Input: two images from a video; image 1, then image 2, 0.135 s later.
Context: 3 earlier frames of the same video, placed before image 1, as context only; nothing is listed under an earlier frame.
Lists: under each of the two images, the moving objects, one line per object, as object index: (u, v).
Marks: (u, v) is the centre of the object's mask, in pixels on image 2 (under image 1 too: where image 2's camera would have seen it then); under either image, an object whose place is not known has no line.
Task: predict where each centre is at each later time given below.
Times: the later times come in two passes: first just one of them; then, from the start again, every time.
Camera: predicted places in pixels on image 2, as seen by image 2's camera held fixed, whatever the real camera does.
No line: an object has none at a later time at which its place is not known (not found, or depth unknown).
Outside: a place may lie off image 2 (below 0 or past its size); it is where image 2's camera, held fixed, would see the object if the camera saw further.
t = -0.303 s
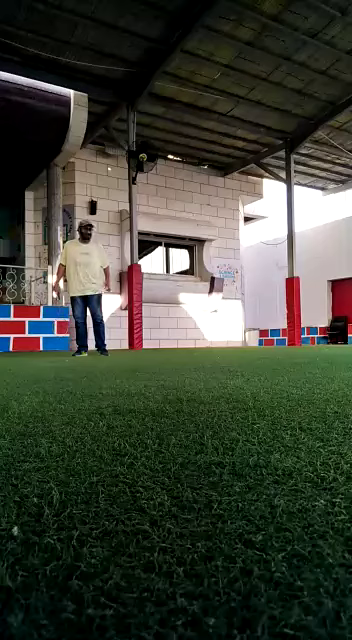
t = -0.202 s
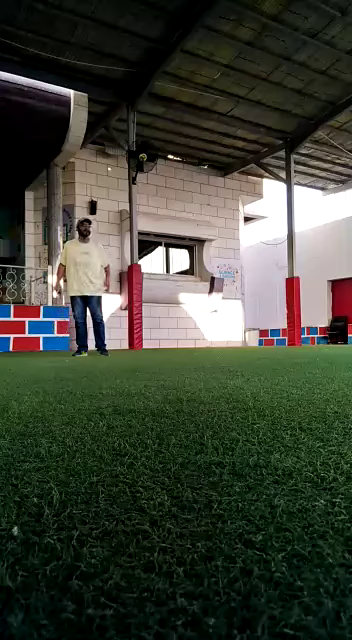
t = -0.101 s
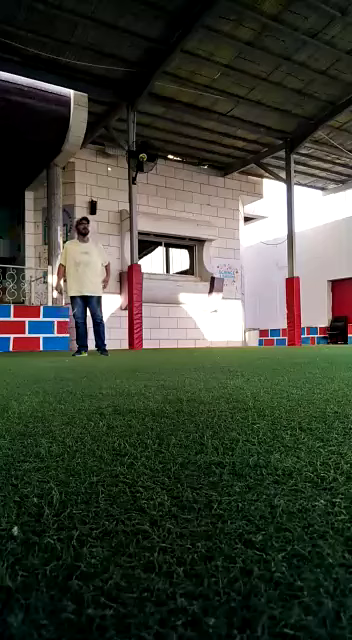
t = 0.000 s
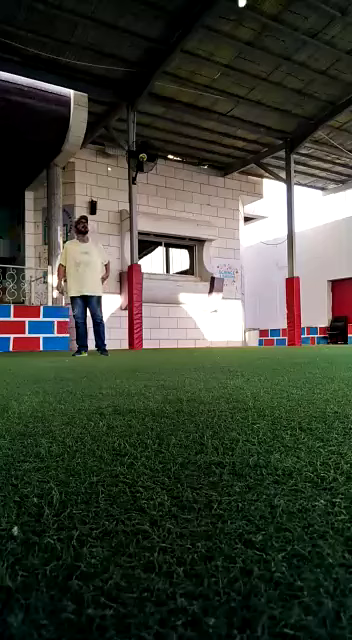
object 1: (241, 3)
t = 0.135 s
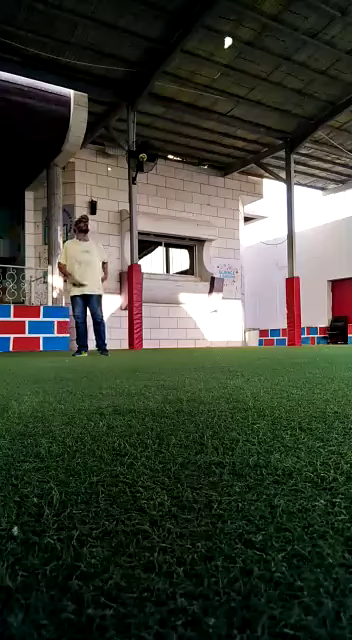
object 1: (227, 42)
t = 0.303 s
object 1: (213, 103)
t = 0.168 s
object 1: (224, 54)
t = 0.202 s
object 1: (221, 66)
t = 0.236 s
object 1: (218, 78)
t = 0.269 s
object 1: (216, 90)
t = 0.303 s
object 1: (213, 103)
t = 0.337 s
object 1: (211, 116)
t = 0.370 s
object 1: (209, 129)
